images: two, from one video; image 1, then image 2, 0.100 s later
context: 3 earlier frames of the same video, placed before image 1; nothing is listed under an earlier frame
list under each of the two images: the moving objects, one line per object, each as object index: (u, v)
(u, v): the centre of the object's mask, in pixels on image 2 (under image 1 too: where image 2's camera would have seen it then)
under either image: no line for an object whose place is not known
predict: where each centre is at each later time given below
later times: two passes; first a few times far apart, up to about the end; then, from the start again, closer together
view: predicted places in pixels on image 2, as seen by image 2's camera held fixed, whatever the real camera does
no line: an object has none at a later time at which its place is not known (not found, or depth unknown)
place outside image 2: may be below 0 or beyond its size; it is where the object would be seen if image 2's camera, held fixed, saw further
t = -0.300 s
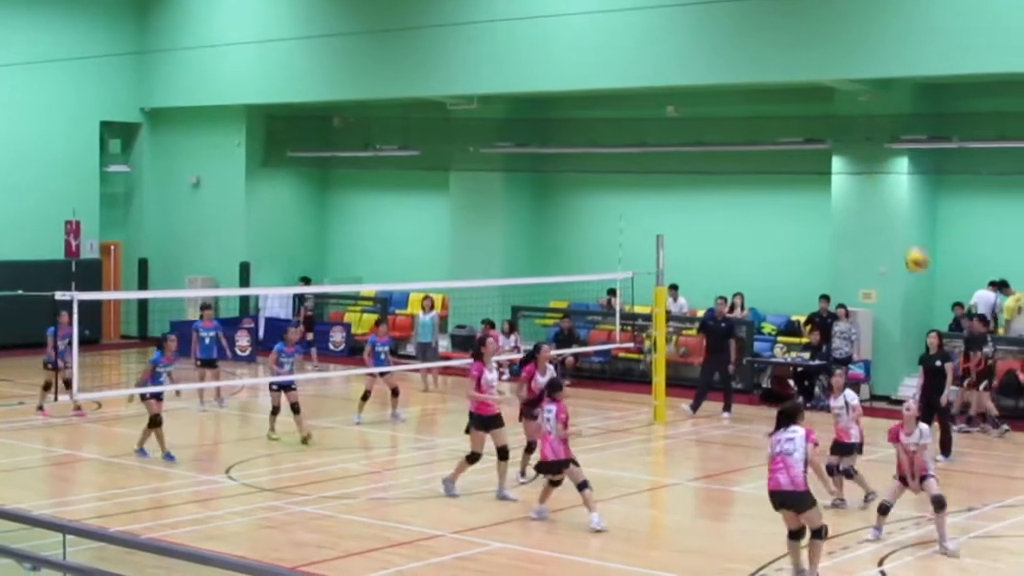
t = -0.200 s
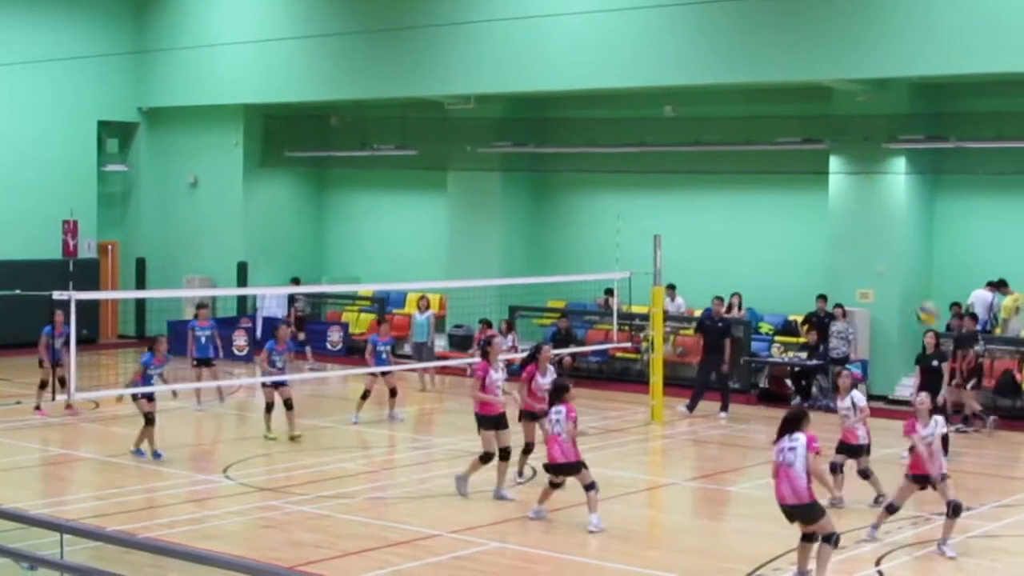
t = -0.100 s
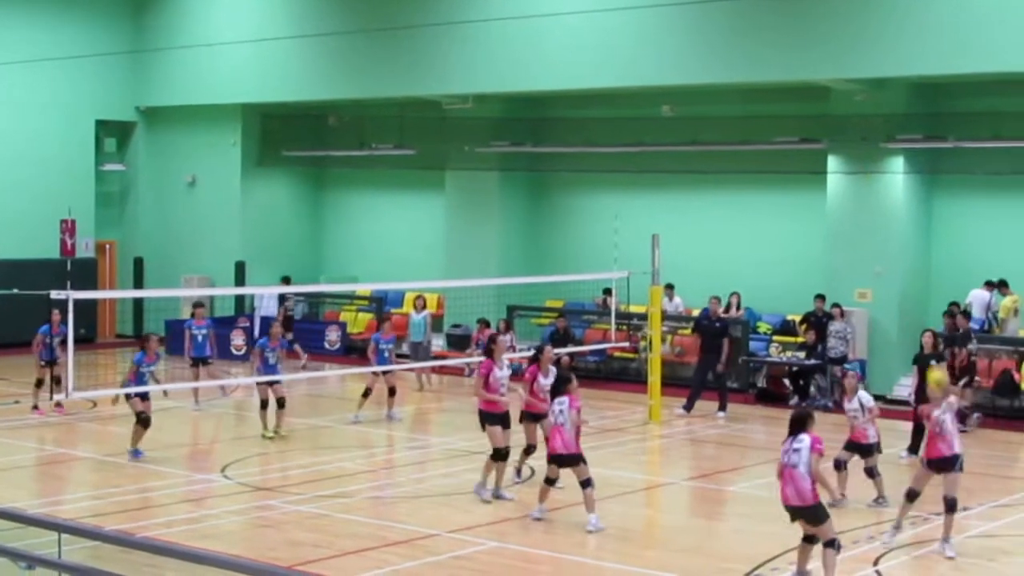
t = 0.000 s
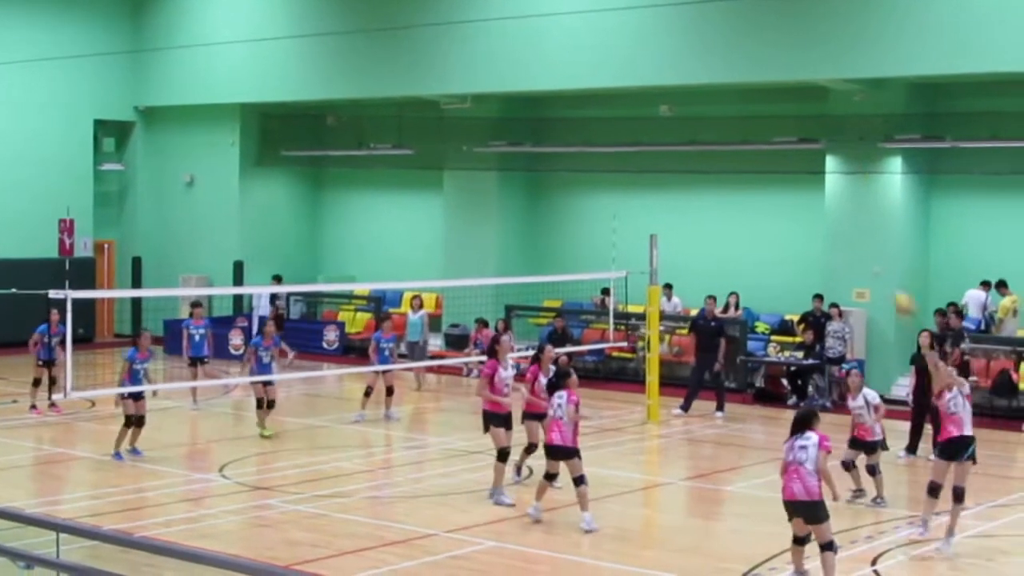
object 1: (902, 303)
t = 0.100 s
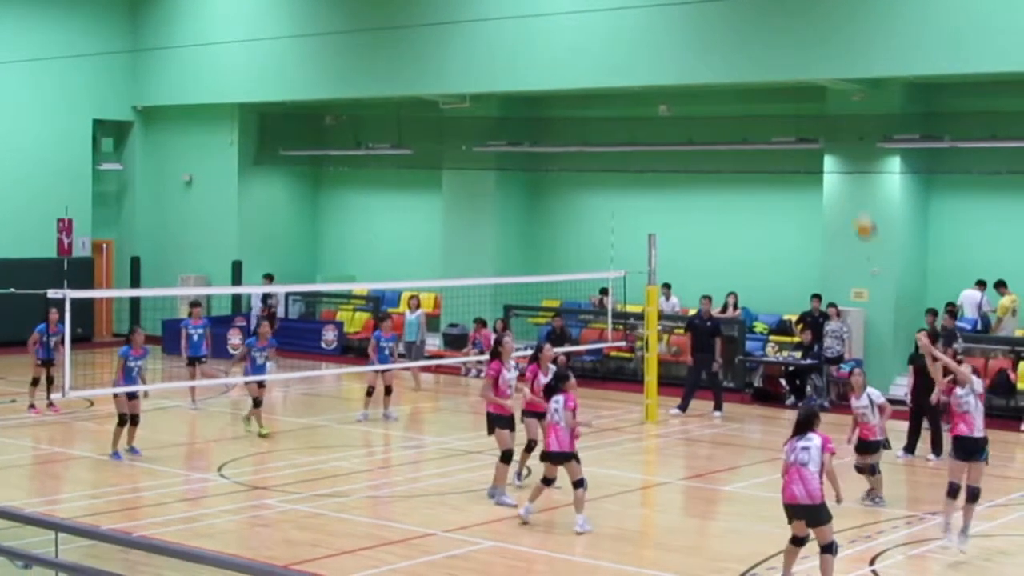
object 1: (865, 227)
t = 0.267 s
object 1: (809, 128)
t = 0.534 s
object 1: (726, 39)
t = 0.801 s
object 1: (649, 31)
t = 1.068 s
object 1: (578, 91)
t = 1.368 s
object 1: (507, 227)
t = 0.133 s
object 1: (853, 203)
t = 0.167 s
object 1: (842, 181)
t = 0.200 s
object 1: (830, 161)
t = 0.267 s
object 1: (809, 128)
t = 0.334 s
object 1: (789, 96)
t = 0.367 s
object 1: (777, 85)
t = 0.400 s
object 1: (767, 72)
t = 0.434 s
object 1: (756, 62)
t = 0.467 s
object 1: (746, 52)
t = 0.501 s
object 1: (737, 46)
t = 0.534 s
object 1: (726, 39)
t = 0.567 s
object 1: (716, 34)
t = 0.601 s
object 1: (707, 30)
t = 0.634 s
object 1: (696, 27)
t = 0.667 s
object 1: (687, 26)
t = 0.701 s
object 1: (678, 25)
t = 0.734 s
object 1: (667, 27)
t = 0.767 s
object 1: (658, 28)
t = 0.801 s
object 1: (649, 31)
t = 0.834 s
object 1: (640, 35)
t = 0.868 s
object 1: (630, 39)
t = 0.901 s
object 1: (621, 46)
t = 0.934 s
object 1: (613, 52)
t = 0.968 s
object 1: (604, 61)
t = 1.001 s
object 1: (596, 70)
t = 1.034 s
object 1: (587, 80)
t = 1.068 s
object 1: (578, 91)
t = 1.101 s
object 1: (570, 102)
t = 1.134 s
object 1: (562, 116)
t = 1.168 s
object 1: (553, 128)
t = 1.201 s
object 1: (545, 143)
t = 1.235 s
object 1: (537, 159)
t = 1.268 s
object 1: (528, 173)
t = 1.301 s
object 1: (521, 190)
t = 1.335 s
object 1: (514, 209)
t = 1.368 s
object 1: (507, 227)
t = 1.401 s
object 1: (499, 247)
